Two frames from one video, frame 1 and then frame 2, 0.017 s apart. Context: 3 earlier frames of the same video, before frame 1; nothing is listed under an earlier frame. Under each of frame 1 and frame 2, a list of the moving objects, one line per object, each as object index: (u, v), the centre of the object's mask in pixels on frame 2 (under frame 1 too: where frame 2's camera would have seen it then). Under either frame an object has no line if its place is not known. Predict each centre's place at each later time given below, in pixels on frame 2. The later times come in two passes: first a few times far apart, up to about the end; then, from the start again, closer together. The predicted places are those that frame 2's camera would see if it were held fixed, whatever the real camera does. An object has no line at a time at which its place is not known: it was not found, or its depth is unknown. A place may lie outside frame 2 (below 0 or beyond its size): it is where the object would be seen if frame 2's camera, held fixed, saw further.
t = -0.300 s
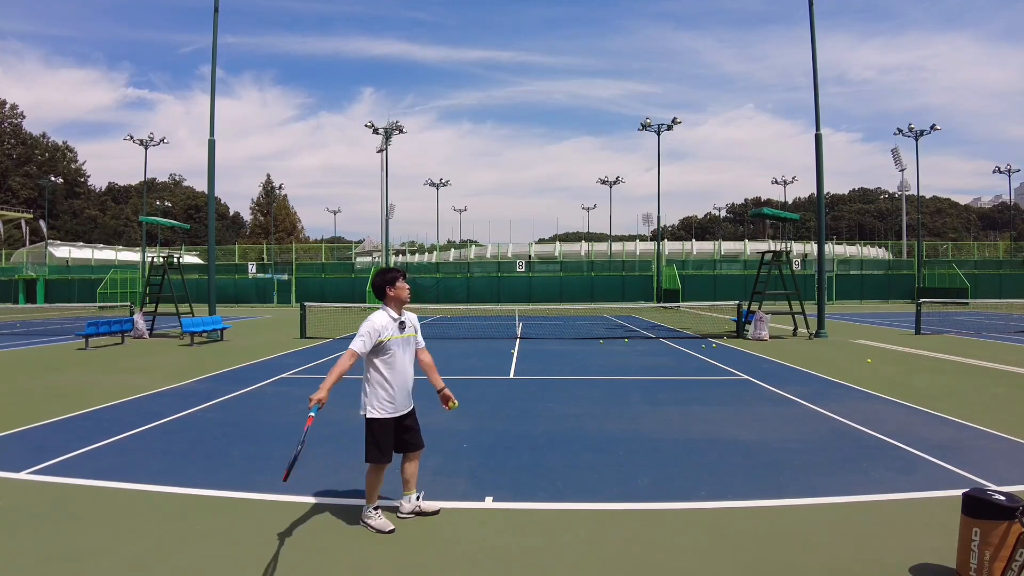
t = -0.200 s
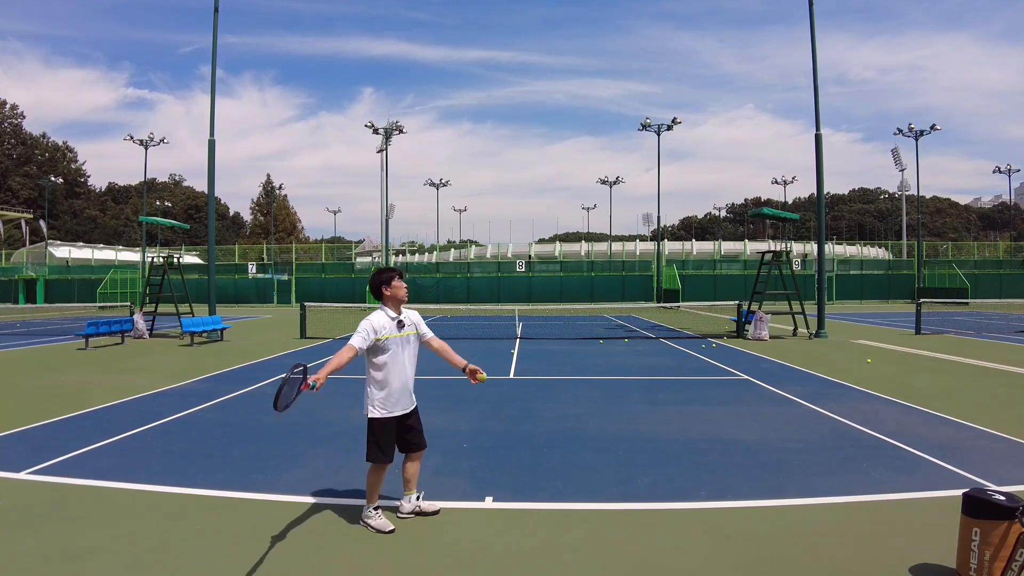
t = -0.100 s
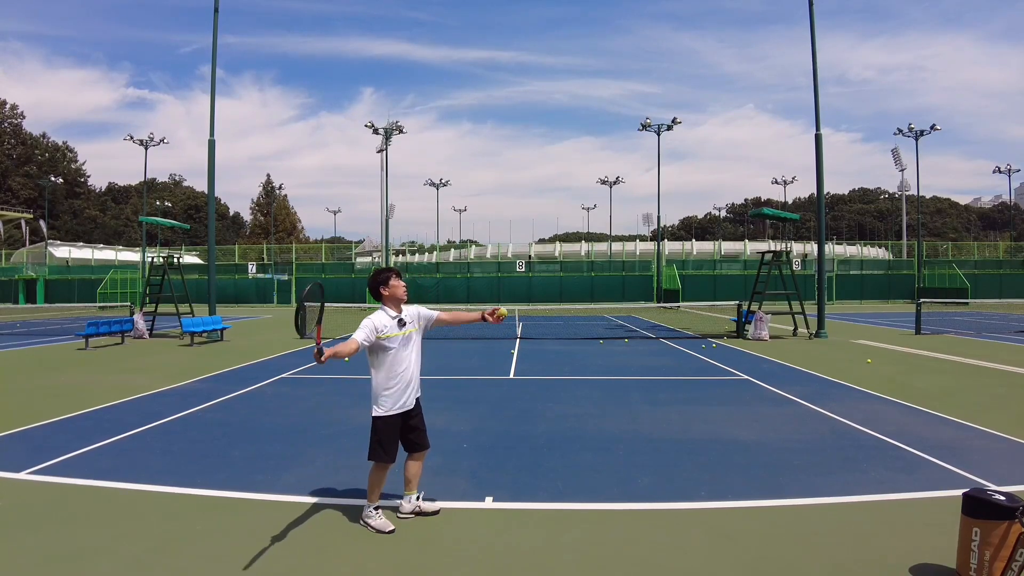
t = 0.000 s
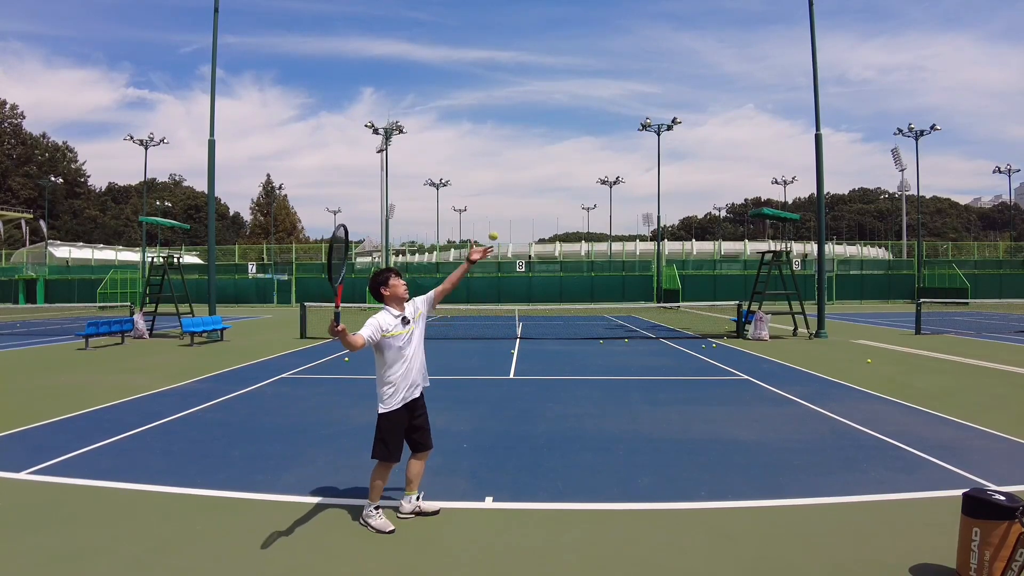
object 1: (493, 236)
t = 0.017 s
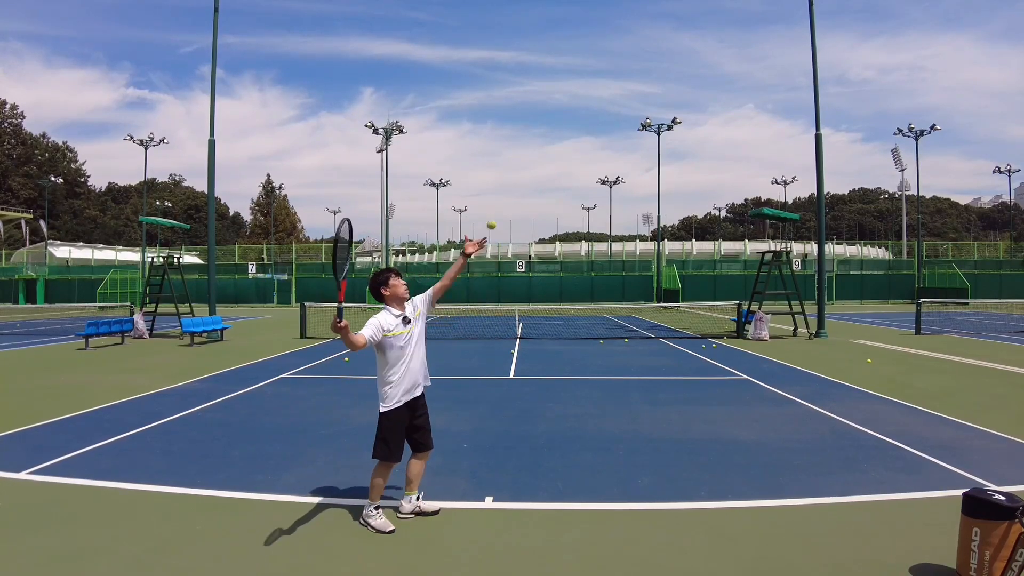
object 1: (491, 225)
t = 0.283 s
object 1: (464, 104)
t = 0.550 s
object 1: (438, 85)
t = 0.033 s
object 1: (489, 214)
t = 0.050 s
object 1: (487, 204)
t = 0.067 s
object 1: (485, 194)
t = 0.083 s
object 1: (484, 184)
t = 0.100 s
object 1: (482, 175)
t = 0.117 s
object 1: (480, 167)
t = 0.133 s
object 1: (479, 158)
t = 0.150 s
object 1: (477, 151)
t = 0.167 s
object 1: (475, 144)
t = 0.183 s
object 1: (473, 136)
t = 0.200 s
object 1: (470, 128)
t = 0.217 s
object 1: (470, 124)
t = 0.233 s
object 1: (468, 118)
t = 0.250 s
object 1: (467, 113)
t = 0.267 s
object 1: (465, 108)
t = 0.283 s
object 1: (464, 104)
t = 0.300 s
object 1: (462, 100)
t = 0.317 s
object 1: (460, 96)
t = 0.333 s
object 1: (458, 92)
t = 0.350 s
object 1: (457, 90)
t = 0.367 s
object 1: (455, 87)
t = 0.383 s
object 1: (454, 85)
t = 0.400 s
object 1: (452, 83)
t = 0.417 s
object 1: (450, 82)
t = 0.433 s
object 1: (449, 81)
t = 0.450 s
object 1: (447, 81)
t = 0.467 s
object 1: (446, 80)
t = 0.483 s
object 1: (444, 81)
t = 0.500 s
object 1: (442, 81)
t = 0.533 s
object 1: (439, 83)
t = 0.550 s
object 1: (438, 85)
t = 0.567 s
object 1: (436, 87)
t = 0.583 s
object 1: (434, 89)
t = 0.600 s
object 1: (433, 91)
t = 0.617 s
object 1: (432, 95)
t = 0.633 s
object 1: (430, 98)
